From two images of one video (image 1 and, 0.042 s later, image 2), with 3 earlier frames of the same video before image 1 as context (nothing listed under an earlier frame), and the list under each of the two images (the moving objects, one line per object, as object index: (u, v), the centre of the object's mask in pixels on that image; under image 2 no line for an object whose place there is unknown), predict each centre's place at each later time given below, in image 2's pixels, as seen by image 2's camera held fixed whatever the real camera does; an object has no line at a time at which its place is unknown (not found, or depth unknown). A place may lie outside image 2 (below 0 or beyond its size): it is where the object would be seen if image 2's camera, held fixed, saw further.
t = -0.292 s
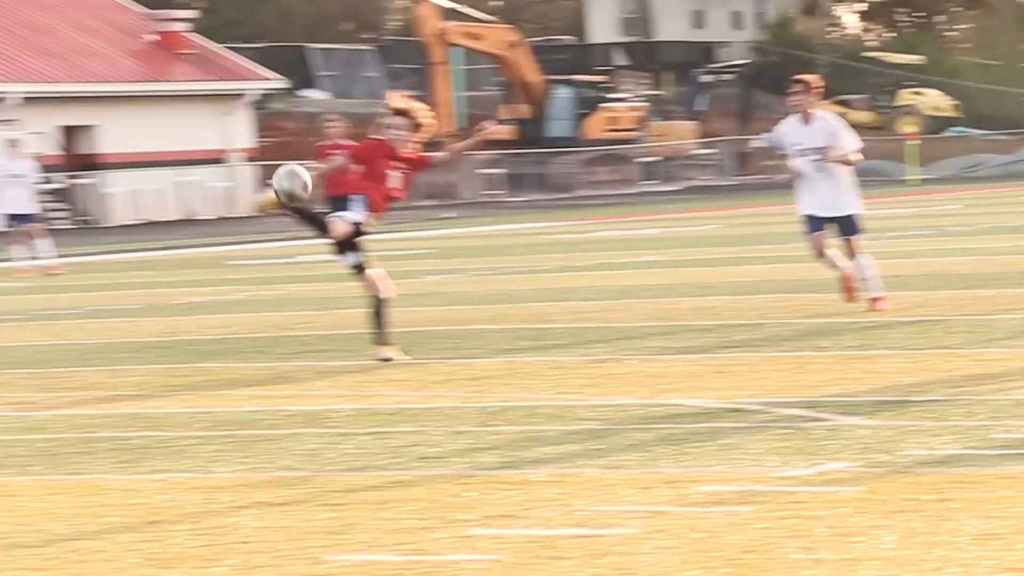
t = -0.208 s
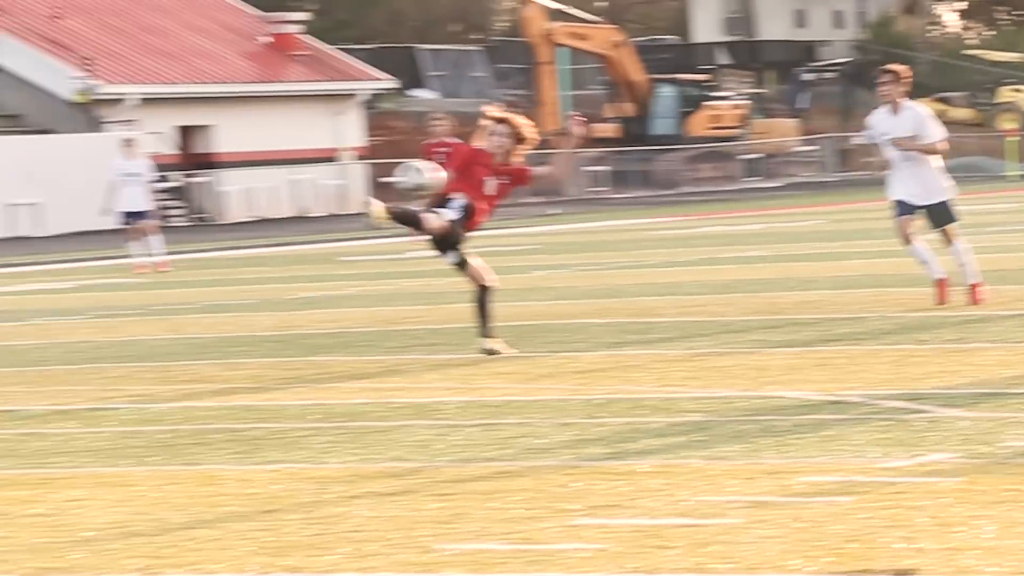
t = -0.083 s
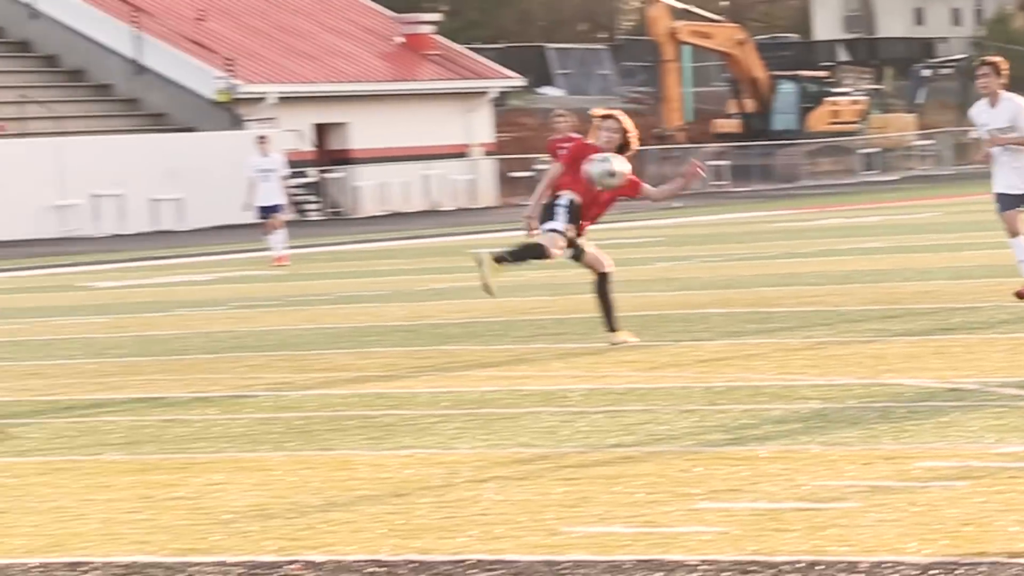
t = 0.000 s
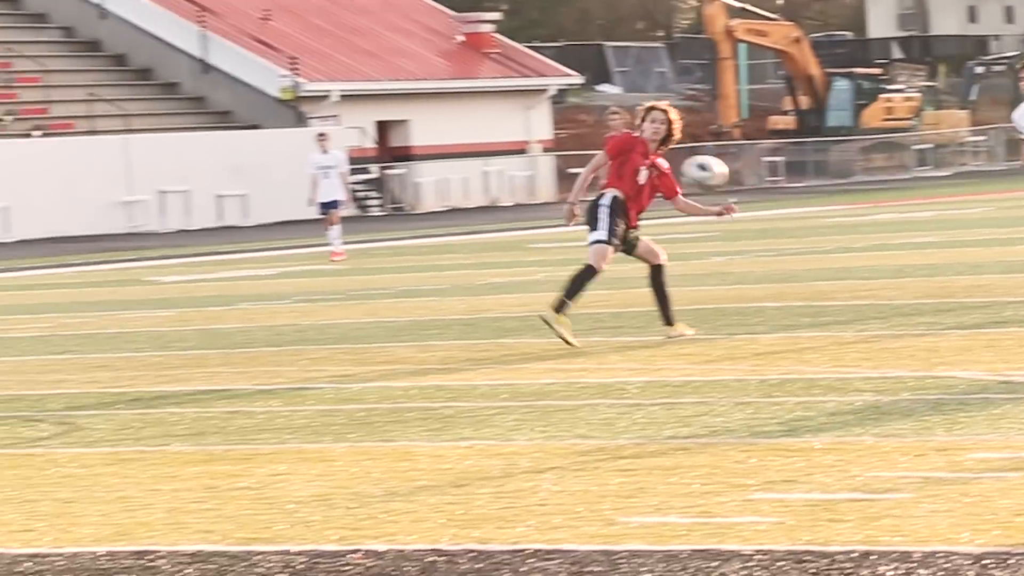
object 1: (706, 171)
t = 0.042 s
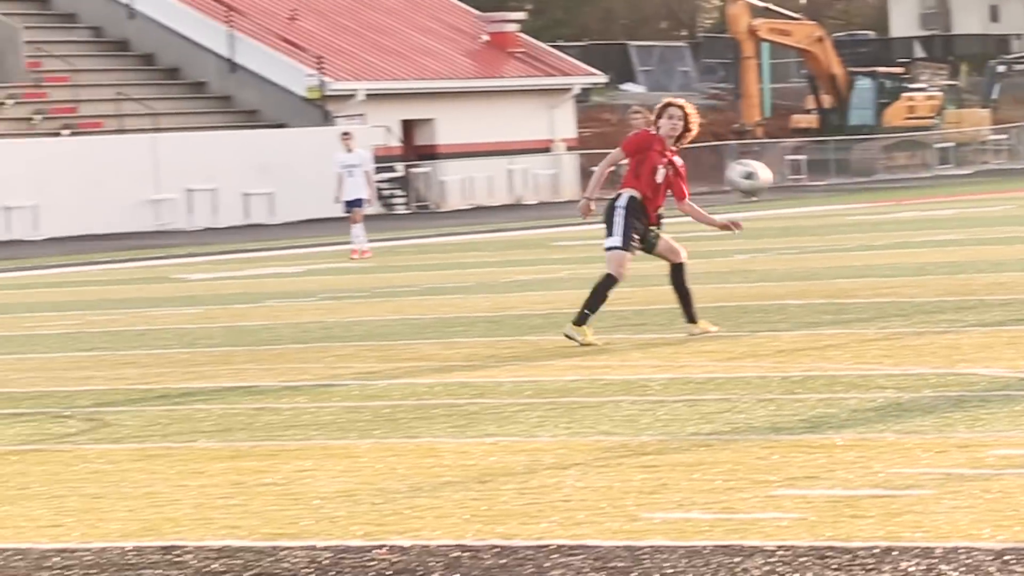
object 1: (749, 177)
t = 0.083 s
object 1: (771, 186)
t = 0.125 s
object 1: (792, 197)
